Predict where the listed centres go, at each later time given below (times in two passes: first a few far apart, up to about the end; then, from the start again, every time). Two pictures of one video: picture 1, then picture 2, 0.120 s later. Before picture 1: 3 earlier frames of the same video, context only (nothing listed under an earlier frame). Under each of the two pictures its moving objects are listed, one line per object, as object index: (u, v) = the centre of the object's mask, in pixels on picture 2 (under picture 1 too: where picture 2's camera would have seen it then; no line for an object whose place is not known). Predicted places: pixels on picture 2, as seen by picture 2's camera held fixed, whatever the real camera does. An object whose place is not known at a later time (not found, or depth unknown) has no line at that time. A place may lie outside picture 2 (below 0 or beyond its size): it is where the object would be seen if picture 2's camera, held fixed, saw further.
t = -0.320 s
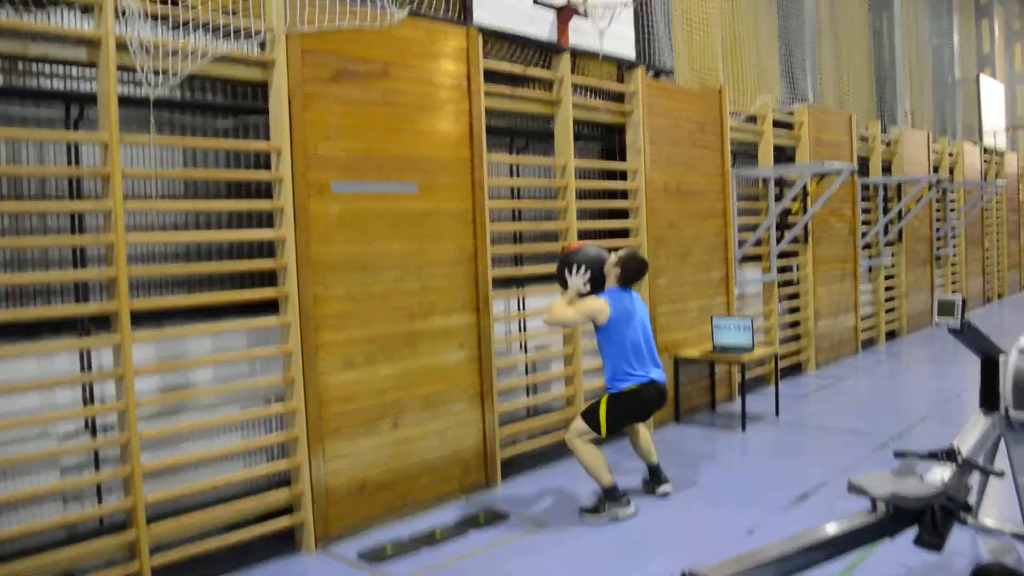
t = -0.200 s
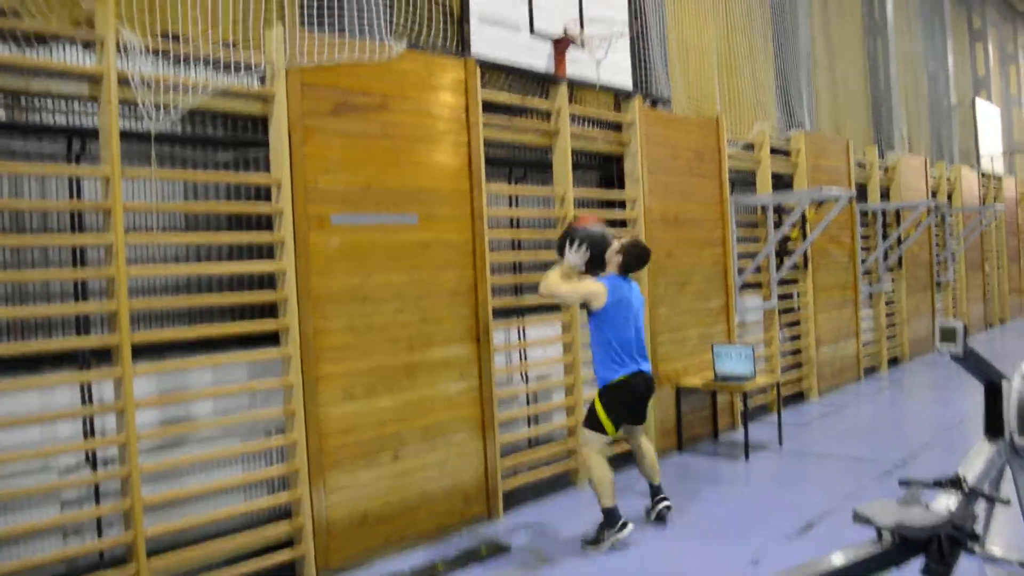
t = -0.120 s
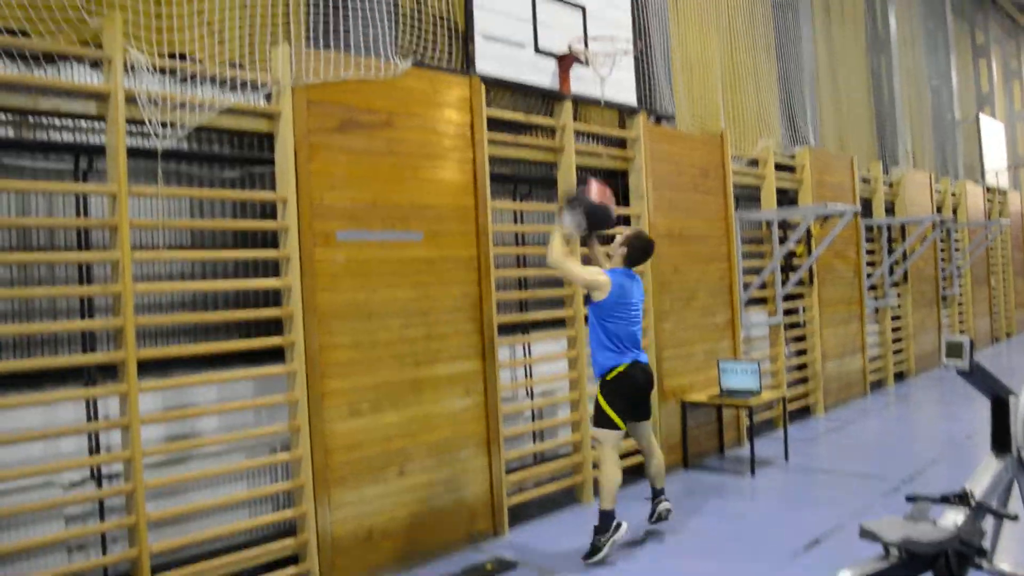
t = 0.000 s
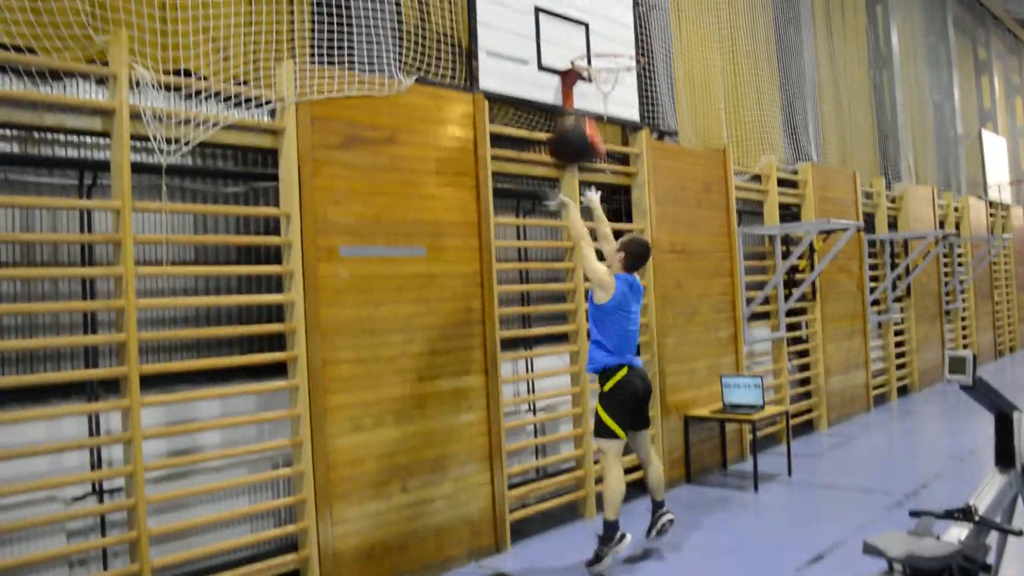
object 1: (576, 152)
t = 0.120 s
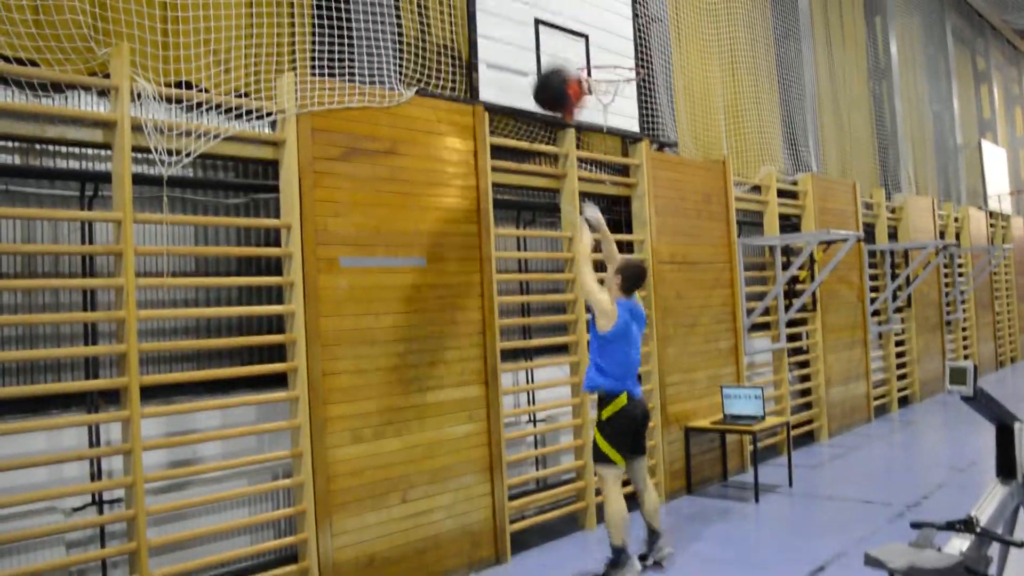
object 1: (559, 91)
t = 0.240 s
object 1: (546, 48)
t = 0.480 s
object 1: (527, 37)
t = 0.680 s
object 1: (526, 90)
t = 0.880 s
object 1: (540, 196)
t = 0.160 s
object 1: (555, 76)
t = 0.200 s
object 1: (551, 60)
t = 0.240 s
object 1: (546, 48)
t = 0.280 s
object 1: (543, 40)
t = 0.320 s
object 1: (540, 35)
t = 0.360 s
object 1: (536, 32)
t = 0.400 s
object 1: (533, 31)
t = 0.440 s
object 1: (530, 33)
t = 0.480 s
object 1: (527, 37)
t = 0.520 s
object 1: (524, 45)
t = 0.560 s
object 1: (523, 54)
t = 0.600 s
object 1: (524, 64)
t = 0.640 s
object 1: (525, 76)
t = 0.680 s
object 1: (526, 90)
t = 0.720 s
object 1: (528, 105)
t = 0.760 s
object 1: (533, 123)
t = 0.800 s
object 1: (535, 140)
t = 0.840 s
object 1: (537, 169)
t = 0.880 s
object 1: (540, 196)
